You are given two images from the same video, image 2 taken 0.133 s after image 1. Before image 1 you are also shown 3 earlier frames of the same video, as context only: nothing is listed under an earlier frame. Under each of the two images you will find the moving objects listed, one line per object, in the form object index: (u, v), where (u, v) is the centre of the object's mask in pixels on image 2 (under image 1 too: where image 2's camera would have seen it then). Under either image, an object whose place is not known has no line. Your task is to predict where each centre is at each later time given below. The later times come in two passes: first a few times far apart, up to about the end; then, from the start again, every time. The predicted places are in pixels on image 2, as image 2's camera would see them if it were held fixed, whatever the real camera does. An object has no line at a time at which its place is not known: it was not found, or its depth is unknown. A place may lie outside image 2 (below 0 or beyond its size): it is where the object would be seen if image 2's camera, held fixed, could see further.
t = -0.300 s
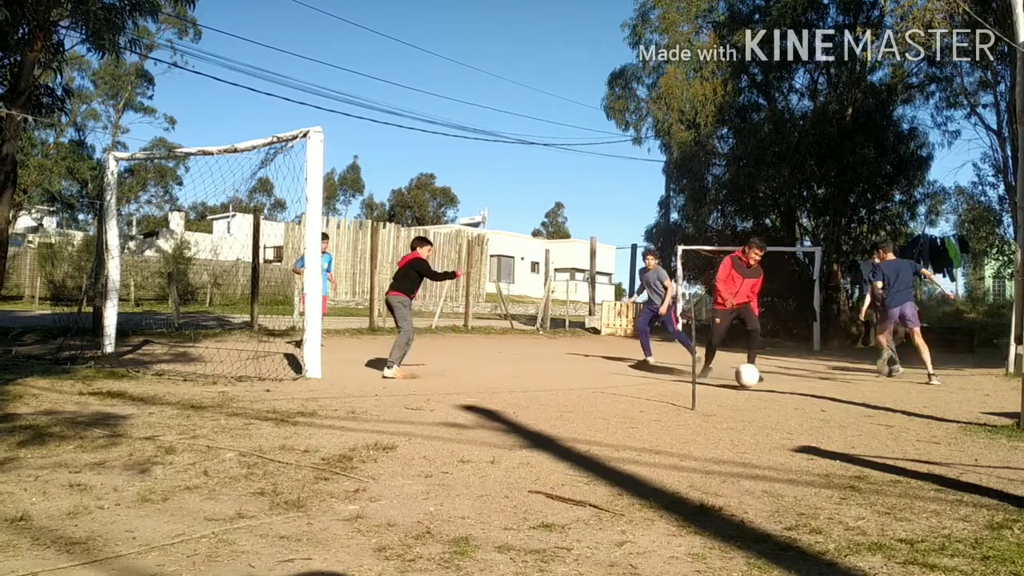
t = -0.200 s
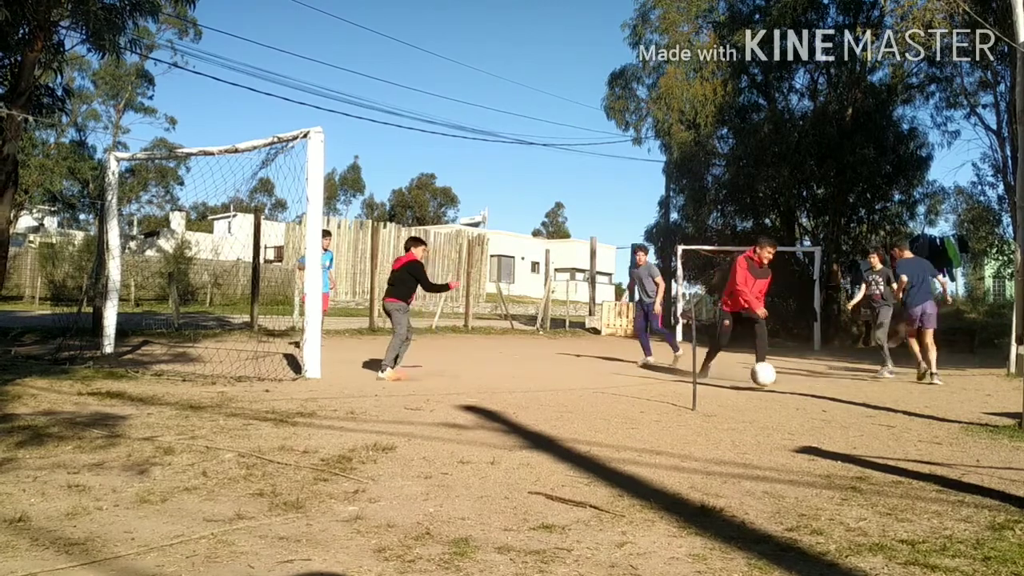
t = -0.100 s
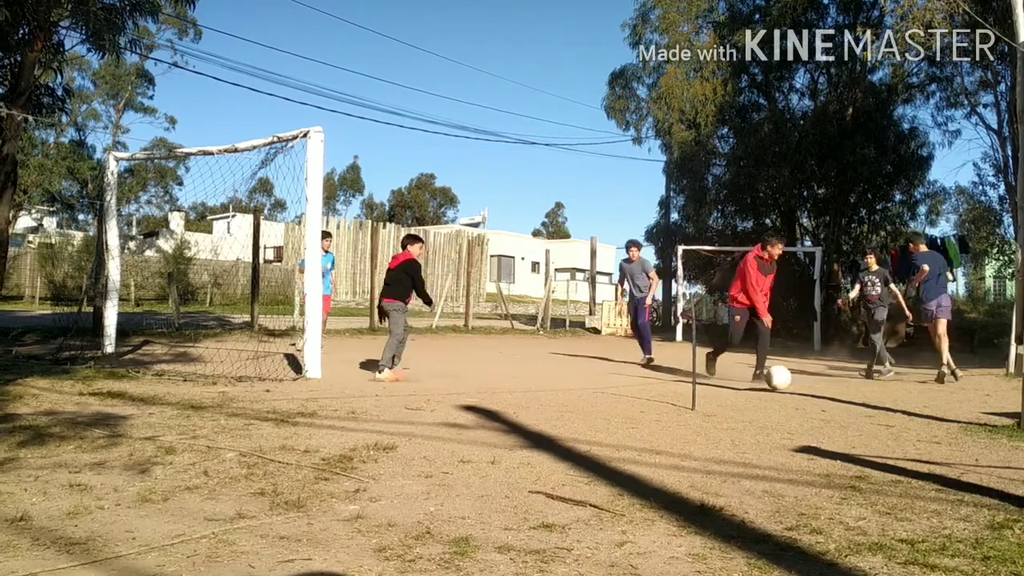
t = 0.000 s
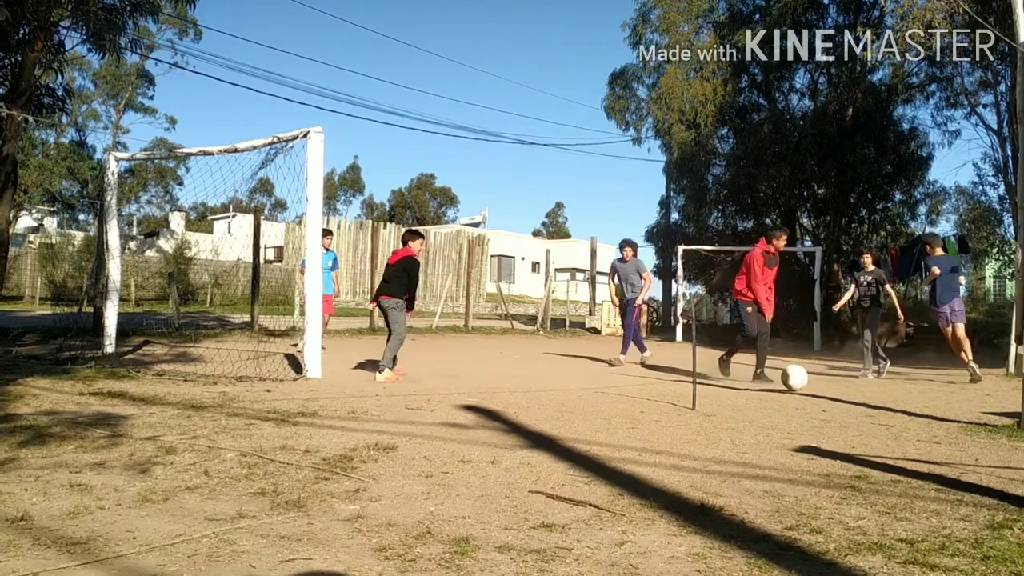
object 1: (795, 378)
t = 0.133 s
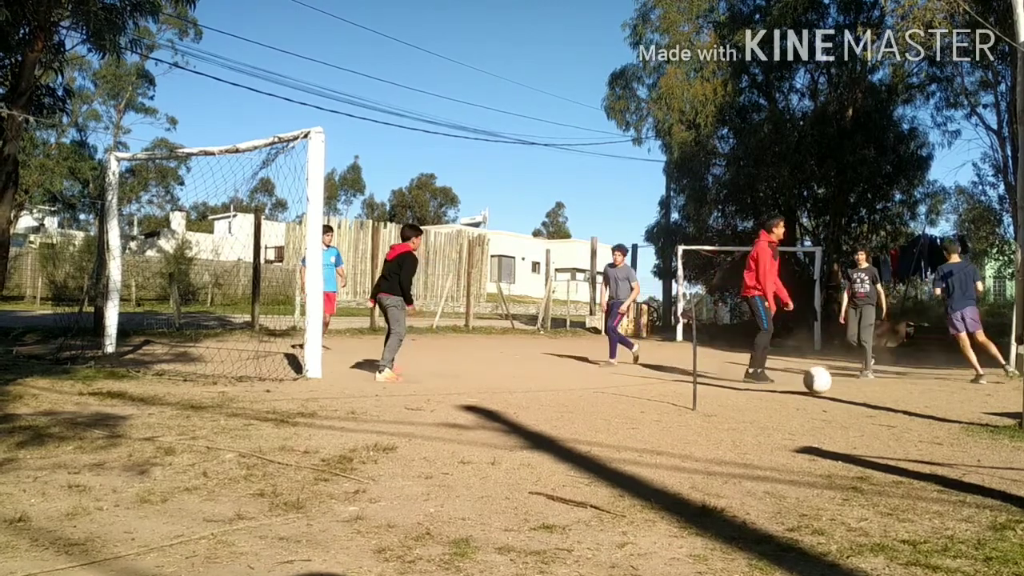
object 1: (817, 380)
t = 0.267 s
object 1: (840, 383)
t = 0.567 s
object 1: (900, 393)
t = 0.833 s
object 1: (963, 403)
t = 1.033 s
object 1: (1010, 406)
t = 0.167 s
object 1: (824, 381)
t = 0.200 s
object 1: (828, 380)
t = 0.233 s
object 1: (834, 381)
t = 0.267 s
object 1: (840, 383)
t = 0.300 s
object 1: (847, 385)
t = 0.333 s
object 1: (852, 385)
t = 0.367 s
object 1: (858, 385)
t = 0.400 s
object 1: (865, 388)
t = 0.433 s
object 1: (872, 389)
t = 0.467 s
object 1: (878, 388)
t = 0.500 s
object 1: (885, 388)
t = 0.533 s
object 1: (892, 389)
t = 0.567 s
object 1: (900, 393)
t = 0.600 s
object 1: (907, 394)
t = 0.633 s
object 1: (915, 394)
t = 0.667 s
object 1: (922, 395)
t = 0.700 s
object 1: (930, 398)
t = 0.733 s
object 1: (938, 399)
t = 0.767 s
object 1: (946, 399)
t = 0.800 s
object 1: (954, 400)
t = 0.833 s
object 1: (963, 403)
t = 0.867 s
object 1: (972, 405)
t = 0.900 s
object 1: (981, 404)
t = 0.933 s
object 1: (990, 405)
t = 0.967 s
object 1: (999, 408)
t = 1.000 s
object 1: (1005, 407)
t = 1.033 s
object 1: (1010, 406)
